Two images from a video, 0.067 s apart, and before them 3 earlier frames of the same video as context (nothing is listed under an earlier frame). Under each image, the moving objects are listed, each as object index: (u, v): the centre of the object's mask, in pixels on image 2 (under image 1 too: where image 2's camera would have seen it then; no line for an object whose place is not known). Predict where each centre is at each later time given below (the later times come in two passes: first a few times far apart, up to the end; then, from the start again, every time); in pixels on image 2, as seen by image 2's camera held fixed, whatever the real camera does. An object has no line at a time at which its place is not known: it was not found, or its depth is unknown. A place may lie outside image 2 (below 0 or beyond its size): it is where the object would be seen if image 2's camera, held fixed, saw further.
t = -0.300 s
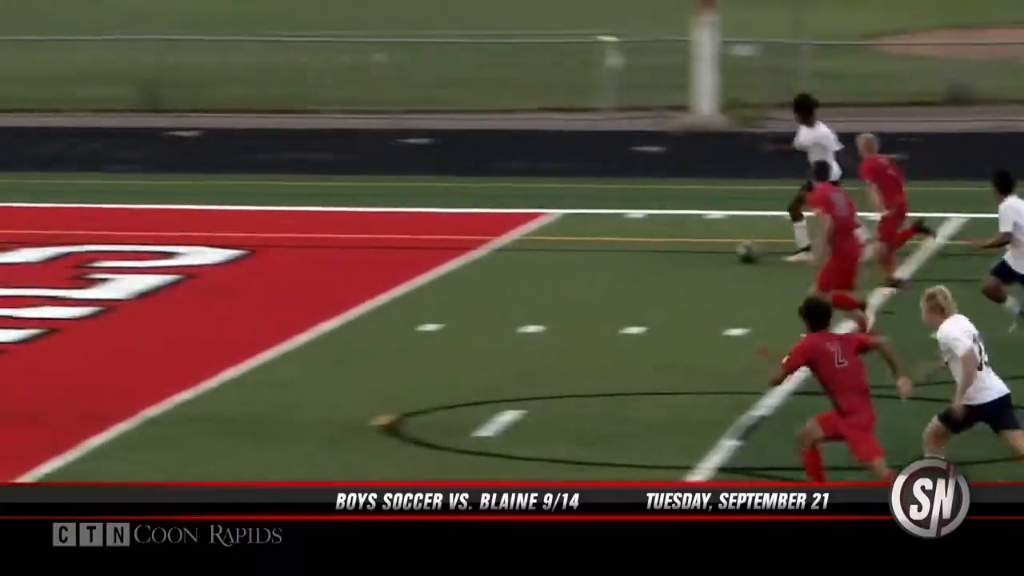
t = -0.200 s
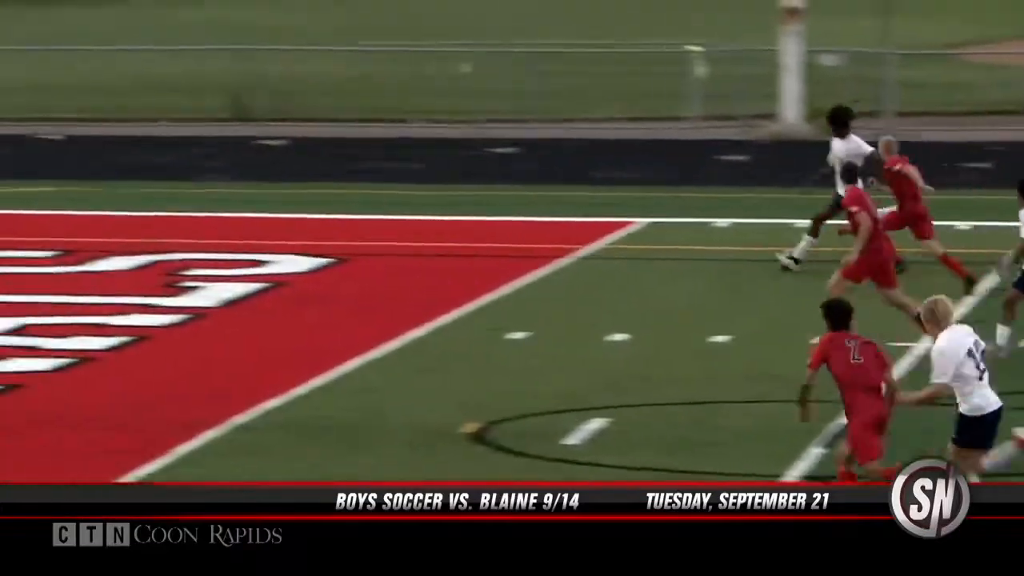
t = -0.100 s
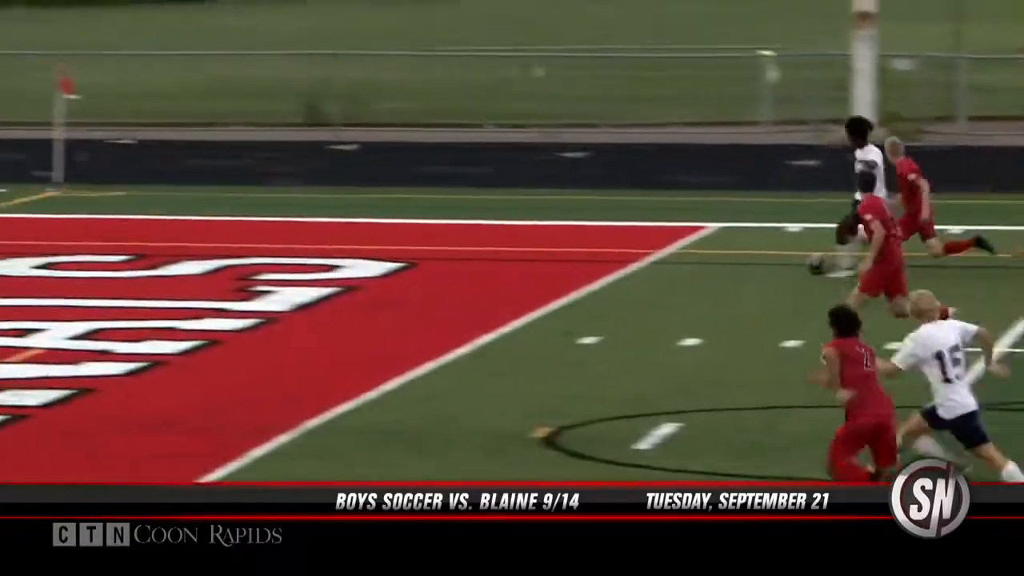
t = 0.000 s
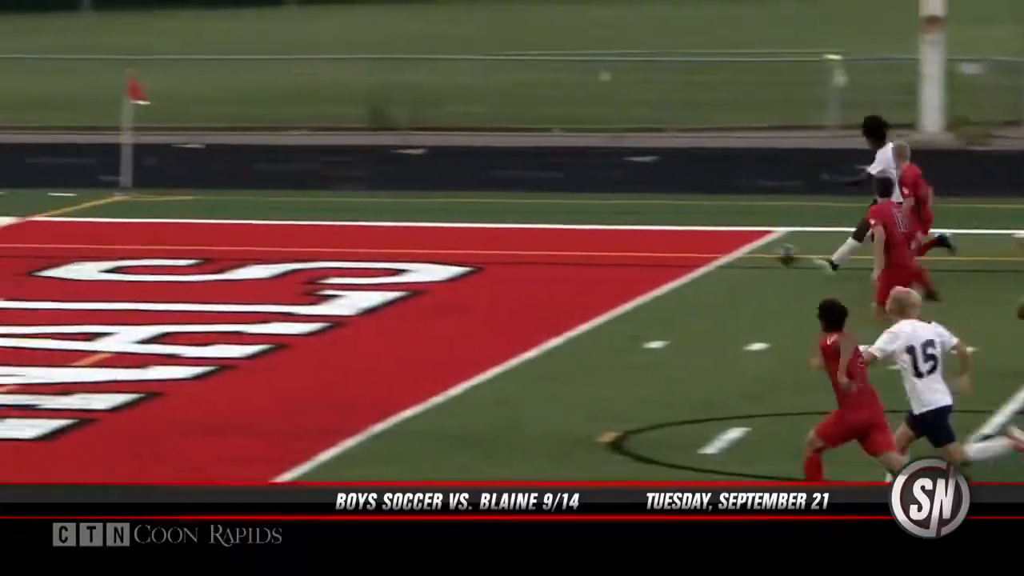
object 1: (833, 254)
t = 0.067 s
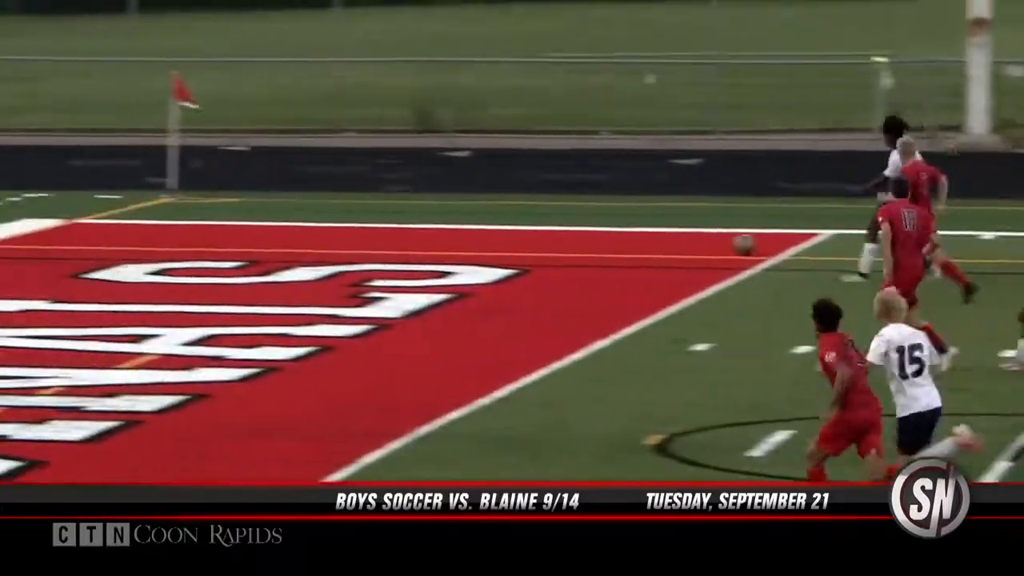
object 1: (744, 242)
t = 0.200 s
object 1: (572, 227)
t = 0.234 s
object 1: (530, 226)
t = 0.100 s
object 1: (700, 238)
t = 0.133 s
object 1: (657, 233)
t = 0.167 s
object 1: (614, 230)
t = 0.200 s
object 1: (572, 227)
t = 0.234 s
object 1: (530, 226)
